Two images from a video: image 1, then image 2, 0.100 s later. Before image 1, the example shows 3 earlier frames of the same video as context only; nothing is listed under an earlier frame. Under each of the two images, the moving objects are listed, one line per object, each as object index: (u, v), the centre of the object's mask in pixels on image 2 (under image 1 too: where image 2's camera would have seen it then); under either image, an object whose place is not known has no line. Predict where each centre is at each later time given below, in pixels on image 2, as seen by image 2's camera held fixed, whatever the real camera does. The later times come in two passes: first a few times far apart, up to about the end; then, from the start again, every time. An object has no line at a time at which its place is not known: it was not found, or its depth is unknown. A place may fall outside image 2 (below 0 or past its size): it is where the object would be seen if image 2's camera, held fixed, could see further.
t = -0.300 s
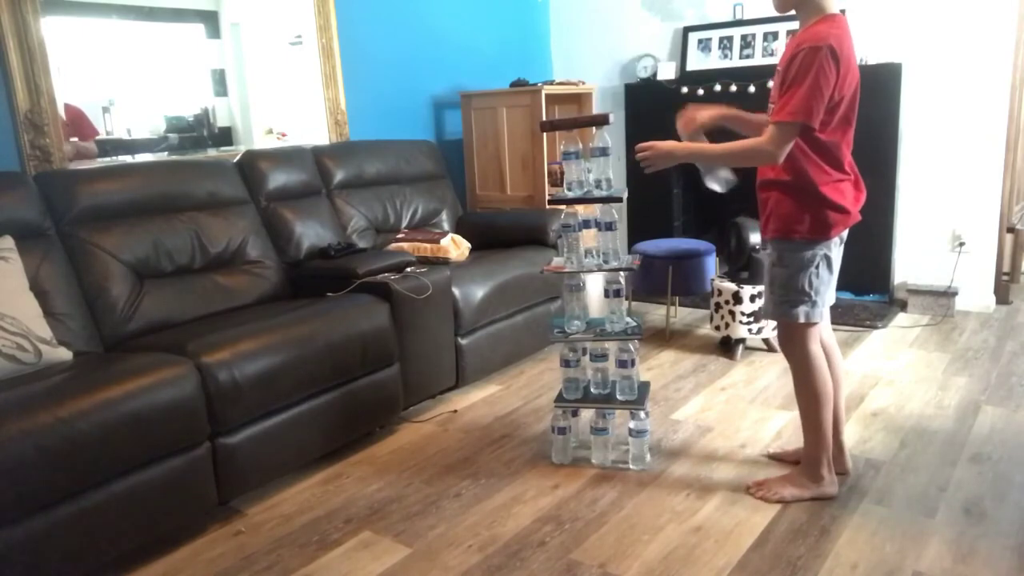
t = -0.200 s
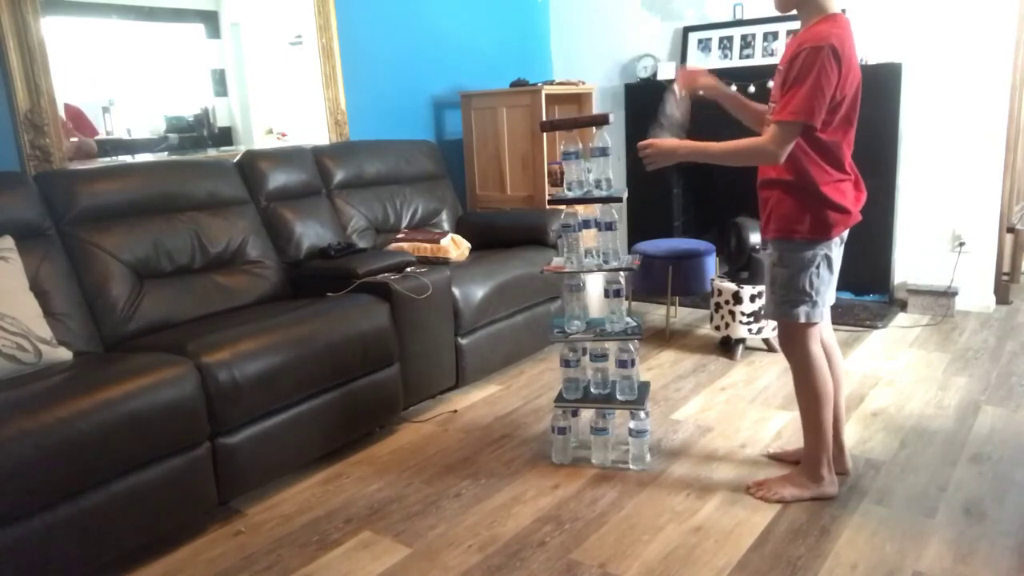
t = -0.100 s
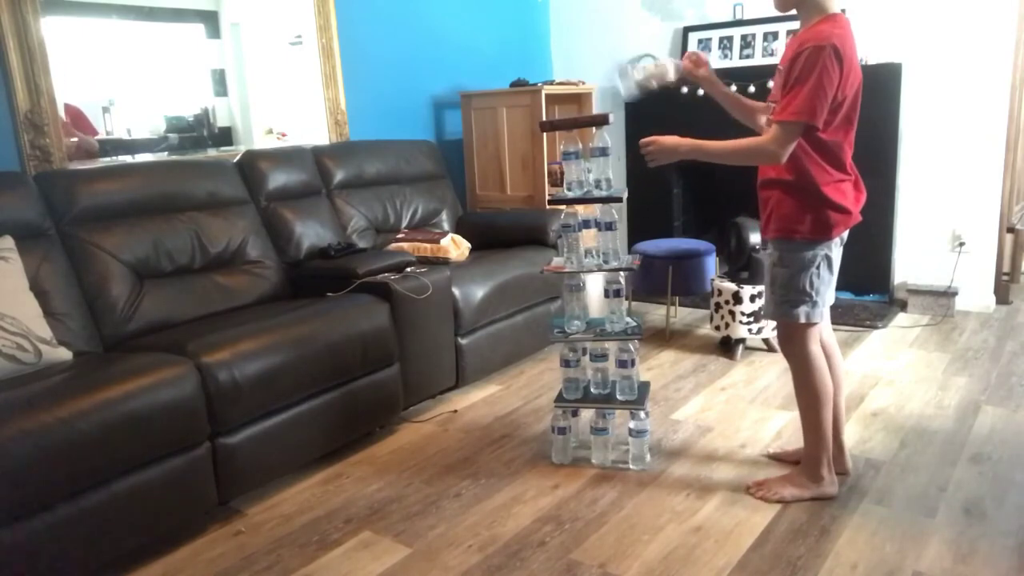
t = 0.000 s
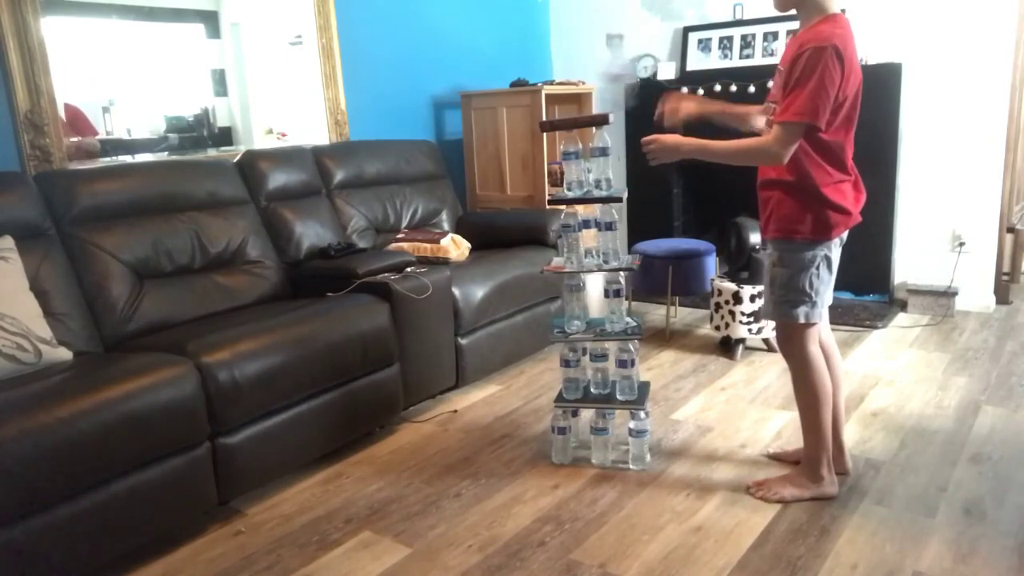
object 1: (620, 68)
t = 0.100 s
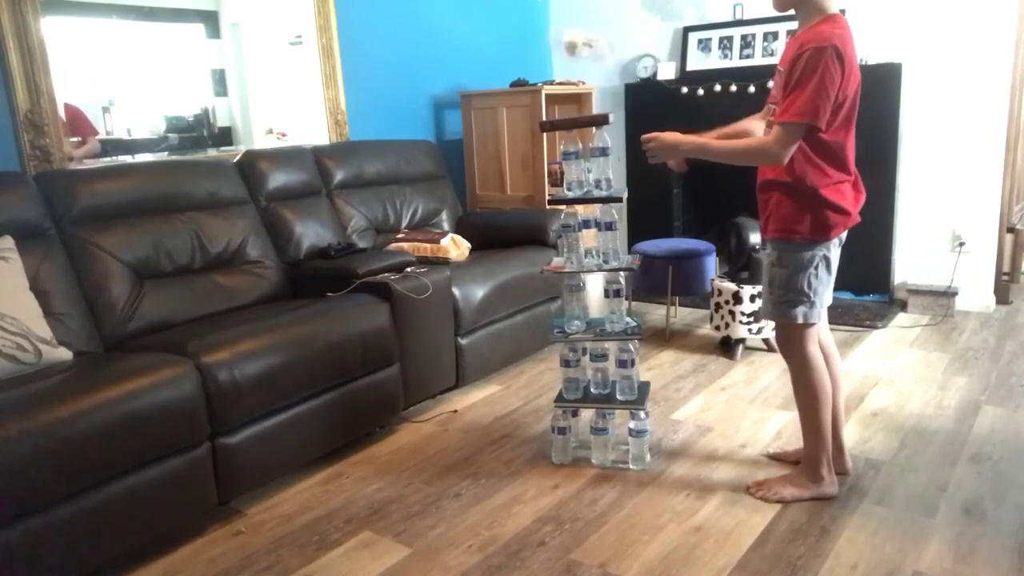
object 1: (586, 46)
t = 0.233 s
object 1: (583, 84)
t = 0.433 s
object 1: (561, 87)
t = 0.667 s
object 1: (553, 87)
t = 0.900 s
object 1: (553, 86)
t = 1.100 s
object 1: (555, 87)
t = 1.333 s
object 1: (556, 86)
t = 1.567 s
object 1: (555, 86)
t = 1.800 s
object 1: (554, 86)
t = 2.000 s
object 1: (554, 87)
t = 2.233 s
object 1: (555, 86)
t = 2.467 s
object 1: (556, 86)
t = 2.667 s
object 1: (555, 86)
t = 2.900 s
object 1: (554, 86)
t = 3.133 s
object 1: (555, 86)
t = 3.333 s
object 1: (556, 87)
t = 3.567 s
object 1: (556, 86)
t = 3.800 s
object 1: (555, 87)
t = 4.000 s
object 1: (554, 87)
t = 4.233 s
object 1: (555, 87)
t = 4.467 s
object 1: (555, 87)
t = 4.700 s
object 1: (555, 86)
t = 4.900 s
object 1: (555, 87)
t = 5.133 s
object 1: (555, 86)
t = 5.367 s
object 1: (555, 86)
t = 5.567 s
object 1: (555, 86)
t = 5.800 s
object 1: (555, 86)
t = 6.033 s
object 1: (555, 86)
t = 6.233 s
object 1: (555, 86)
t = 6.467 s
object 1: (555, 86)
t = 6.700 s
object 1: (555, 86)
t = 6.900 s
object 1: (555, 86)
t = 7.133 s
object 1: (555, 86)
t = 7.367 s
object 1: (555, 86)
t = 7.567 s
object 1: (555, 86)
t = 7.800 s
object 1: (555, 86)
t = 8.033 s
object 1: (555, 86)
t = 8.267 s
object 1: (555, 87)
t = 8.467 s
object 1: (555, 87)
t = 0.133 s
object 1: (582, 46)
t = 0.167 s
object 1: (586, 59)
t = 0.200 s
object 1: (585, 79)
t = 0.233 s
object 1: (583, 84)
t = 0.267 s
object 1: (576, 85)
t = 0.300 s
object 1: (572, 85)
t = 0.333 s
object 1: (568, 85)
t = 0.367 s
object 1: (564, 86)
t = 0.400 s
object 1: (563, 86)
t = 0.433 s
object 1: (561, 87)
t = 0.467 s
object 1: (559, 87)
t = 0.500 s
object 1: (557, 87)
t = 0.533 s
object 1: (555, 87)
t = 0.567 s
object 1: (554, 87)
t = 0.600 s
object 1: (554, 87)
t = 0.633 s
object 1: (553, 86)
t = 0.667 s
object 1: (553, 87)
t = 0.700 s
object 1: (553, 86)
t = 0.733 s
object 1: (553, 86)
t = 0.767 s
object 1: (552, 86)
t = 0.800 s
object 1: (552, 86)
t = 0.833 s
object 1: (552, 86)
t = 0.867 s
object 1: (553, 86)
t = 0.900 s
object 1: (553, 86)
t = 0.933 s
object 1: (553, 86)
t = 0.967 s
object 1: (553, 86)
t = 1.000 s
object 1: (554, 87)
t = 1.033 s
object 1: (554, 87)
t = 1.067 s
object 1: (554, 86)
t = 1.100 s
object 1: (555, 87)
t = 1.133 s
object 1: (555, 87)
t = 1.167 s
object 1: (555, 87)
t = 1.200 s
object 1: (556, 86)
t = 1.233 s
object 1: (556, 86)
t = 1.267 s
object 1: (556, 86)
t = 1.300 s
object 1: (556, 86)
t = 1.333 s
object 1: (556, 86)
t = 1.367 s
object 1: (556, 86)
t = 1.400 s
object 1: (556, 86)
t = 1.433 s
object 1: (556, 86)
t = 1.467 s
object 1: (556, 86)
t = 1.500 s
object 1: (556, 86)
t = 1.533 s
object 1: (556, 87)
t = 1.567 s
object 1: (555, 86)
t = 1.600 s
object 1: (555, 87)
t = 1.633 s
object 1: (555, 87)
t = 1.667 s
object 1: (555, 87)
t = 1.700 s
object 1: (554, 87)
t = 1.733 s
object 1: (554, 87)
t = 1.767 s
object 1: (554, 87)
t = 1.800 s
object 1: (554, 86)
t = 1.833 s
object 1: (554, 87)
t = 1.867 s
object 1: (554, 86)
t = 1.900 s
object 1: (554, 87)
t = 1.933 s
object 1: (554, 86)
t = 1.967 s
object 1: (554, 87)
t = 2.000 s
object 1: (554, 87)
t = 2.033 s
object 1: (554, 87)
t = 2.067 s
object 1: (554, 87)
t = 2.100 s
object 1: (555, 87)
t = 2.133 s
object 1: (555, 87)
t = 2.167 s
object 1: (555, 87)
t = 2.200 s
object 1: (555, 87)
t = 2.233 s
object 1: (555, 86)
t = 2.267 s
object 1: (556, 86)
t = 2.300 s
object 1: (556, 87)
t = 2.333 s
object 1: (556, 86)
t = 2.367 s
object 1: (556, 86)
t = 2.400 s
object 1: (556, 86)
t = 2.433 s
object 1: (556, 86)
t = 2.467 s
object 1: (556, 86)
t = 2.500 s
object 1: (556, 87)
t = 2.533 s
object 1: (556, 86)
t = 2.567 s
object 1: (556, 87)
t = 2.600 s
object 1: (555, 87)
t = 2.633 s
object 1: (555, 87)
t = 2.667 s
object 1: (555, 86)
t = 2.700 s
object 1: (555, 86)
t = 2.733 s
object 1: (555, 86)
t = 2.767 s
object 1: (555, 86)
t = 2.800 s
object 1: (554, 86)
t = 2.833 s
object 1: (554, 87)
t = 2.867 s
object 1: (554, 86)
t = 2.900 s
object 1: (554, 86)
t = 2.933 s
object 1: (554, 86)
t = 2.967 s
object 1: (554, 86)
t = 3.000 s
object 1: (554, 86)
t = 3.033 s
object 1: (554, 86)
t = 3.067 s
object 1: (554, 86)
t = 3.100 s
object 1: (554, 86)
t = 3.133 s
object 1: (555, 86)
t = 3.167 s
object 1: (555, 86)
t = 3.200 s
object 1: (555, 86)
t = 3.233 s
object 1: (555, 86)
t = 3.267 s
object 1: (555, 86)
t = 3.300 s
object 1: (555, 86)
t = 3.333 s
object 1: (556, 87)
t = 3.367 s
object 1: (556, 86)
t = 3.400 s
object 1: (556, 86)
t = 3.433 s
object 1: (556, 86)
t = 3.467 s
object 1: (556, 86)
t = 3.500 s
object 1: (556, 86)
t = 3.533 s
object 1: (556, 86)
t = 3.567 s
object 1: (556, 86)
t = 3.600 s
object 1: (556, 86)
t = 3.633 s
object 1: (556, 87)
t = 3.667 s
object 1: (555, 87)
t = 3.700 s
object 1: (555, 87)
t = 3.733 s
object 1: (555, 87)
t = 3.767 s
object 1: (555, 87)
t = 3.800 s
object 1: (555, 87)
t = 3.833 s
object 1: (555, 87)
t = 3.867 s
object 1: (555, 87)
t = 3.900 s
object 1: (555, 87)
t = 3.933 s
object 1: (554, 87)
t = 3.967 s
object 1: (554, 87)
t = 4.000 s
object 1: (554, 87)
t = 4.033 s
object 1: (554, 87)
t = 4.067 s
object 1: (554, 87)
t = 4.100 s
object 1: (554, 87)
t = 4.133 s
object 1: (555, 87)
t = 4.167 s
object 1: (555, 87)
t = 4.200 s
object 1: (555, 87)
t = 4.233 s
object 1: (555, 87)
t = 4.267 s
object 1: (555, 87)
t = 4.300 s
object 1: (555, 87)
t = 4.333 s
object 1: (555, 86)
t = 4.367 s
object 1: (555, 87)
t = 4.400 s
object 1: (555, 87)
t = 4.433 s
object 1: (555, 87)
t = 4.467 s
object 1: (555, 87)
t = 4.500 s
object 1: (555, 87)
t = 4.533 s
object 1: (555, 87)
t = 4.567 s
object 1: (555, 87)
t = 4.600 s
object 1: (555, 87)
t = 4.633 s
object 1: (555, 87)
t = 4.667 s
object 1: (555, 87)
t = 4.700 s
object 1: (555, 86)
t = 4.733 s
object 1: (555, 87)
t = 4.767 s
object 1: (555, 86)
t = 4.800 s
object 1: (555, 87)
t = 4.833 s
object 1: (555, 87)
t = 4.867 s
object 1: (555, 87)
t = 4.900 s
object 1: (555, 87)
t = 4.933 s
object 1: (555, 87)
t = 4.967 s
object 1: (555, 86)
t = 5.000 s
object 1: (555, 86)
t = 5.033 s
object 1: (555, 86)
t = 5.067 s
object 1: (555, 86)
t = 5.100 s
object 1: (555, 86)
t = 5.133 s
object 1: (555, 86)
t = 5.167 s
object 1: (555, 86)
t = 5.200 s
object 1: (555, 86)
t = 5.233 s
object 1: (555, 86)
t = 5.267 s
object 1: (555, 86)
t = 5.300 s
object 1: (555, 86)
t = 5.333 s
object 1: (555, 86)
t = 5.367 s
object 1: (555, 86)
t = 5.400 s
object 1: (555, 86)
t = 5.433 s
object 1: (555, 86)
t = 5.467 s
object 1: (555, 86)
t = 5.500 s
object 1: (555, 86)
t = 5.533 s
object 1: (555, 86)
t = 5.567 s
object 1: (555, 86)
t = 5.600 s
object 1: (555, 86)
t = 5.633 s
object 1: (555, 86)
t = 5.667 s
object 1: (555, 86)
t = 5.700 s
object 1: (555, 86)
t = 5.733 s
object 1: (555, 86)
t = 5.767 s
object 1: (555, 86)
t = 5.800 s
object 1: (555, 86)
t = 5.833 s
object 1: (555, 86)
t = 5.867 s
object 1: (555, 86)
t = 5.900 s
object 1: (555, 86)
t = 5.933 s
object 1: (555, 86)
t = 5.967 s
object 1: (555, 86)
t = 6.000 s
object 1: (555, 86)
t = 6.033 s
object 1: (555, 86)
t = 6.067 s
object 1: (555, 86)
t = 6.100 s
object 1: (555, 86)
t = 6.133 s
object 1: (555, 86)
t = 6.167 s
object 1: (555, 86)
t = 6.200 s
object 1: (555, 86)
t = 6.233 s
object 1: (555, 86)
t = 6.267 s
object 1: (555, 86)
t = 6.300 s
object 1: (555, 86)
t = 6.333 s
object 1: (555, 86)
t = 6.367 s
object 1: (555, 86)
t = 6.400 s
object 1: (555, 86)
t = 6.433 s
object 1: (555, 86)
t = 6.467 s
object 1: (555, 86)
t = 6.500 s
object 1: (555, 86)
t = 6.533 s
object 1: (555, 86)
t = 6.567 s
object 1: (555, 86)
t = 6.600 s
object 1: (555, 86)
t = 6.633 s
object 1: (555, 86)
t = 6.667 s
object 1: (555, 86)
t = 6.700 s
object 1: (555, 86)
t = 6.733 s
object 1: (555, 86)
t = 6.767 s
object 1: (555, 86)
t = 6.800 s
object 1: (555, 86)
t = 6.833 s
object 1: (555, 86)
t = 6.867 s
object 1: (555, 86)
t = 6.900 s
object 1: (555, 86)
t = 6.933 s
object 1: (555, 86)
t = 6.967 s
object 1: (555, 86)
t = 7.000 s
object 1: (555, 86)
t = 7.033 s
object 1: (555, 86)
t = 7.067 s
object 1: (555, 86)
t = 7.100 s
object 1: (555, 86)
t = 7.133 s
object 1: (555, 86)
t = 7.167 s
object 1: (555, 86)
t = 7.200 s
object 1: (555, 86)
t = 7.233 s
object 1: (555, 86)
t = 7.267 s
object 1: (555, 86)
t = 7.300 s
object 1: (555, 86)
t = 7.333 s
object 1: (555, 86)
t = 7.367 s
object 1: (555, 86)
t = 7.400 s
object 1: (555, 86)
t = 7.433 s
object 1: (555, 86)
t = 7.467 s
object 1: (555, 86)
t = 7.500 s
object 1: (555, 86)
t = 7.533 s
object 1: (555, 86)
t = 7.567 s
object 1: (555, 86)
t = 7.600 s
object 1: (555, 86)
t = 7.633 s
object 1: (555, 86)
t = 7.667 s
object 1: (555, 86)
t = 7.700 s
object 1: (555, 86)
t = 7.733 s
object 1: (555, 86)
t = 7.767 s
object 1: (555, 86)
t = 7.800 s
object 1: (555, 86)
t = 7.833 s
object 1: (555, 86)
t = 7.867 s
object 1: (555, 86)
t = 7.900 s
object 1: (555, 86)
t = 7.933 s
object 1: (555, 86)
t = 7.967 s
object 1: (555, 86)
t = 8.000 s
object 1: (555, 86)
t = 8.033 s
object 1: (555, 86)
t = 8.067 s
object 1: (555, 86)
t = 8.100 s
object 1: (555, 87)
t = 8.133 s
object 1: (555, 86)
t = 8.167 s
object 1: (555, 86)
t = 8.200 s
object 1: (555, 86)
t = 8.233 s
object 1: (555, 86)
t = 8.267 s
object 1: (555, 87)
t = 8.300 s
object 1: (555, 86)
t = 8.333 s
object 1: (555, 86)
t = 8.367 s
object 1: (555, 86)
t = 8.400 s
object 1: (555, 87)
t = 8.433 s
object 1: (555, 87)
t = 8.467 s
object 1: (555, 87)
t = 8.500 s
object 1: (555, 86)
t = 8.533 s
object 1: (555, 87)
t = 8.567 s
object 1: (555, 87)
